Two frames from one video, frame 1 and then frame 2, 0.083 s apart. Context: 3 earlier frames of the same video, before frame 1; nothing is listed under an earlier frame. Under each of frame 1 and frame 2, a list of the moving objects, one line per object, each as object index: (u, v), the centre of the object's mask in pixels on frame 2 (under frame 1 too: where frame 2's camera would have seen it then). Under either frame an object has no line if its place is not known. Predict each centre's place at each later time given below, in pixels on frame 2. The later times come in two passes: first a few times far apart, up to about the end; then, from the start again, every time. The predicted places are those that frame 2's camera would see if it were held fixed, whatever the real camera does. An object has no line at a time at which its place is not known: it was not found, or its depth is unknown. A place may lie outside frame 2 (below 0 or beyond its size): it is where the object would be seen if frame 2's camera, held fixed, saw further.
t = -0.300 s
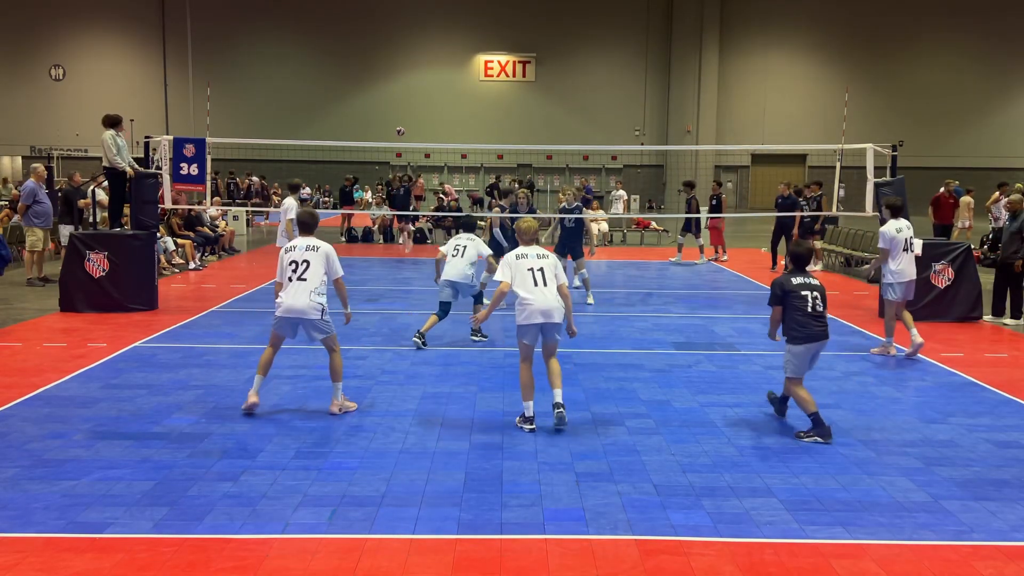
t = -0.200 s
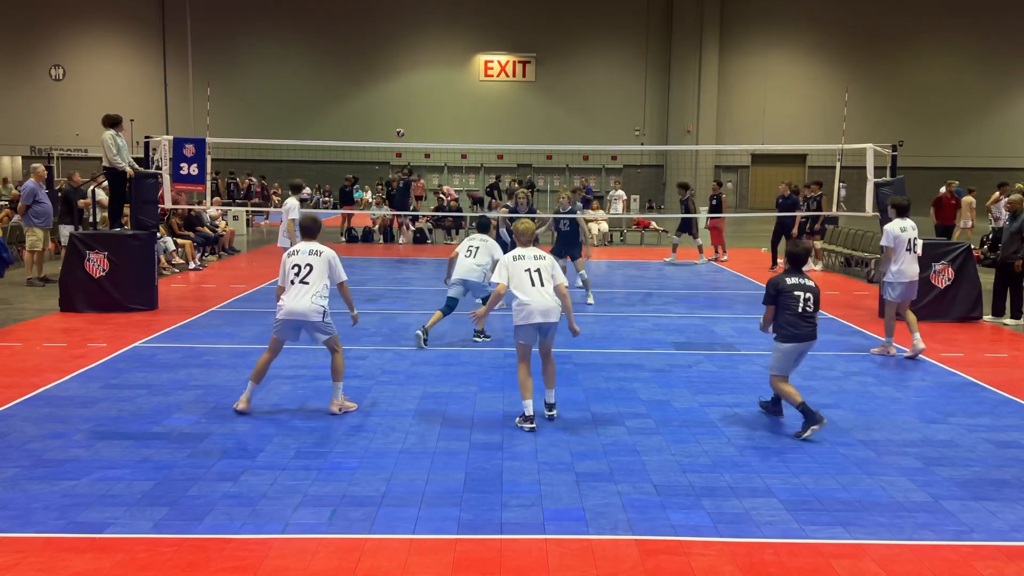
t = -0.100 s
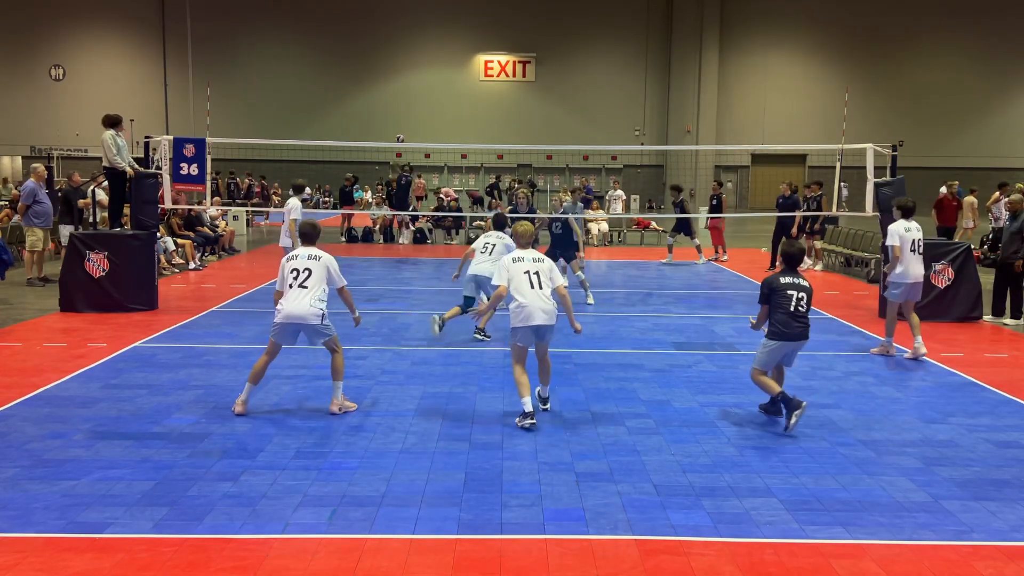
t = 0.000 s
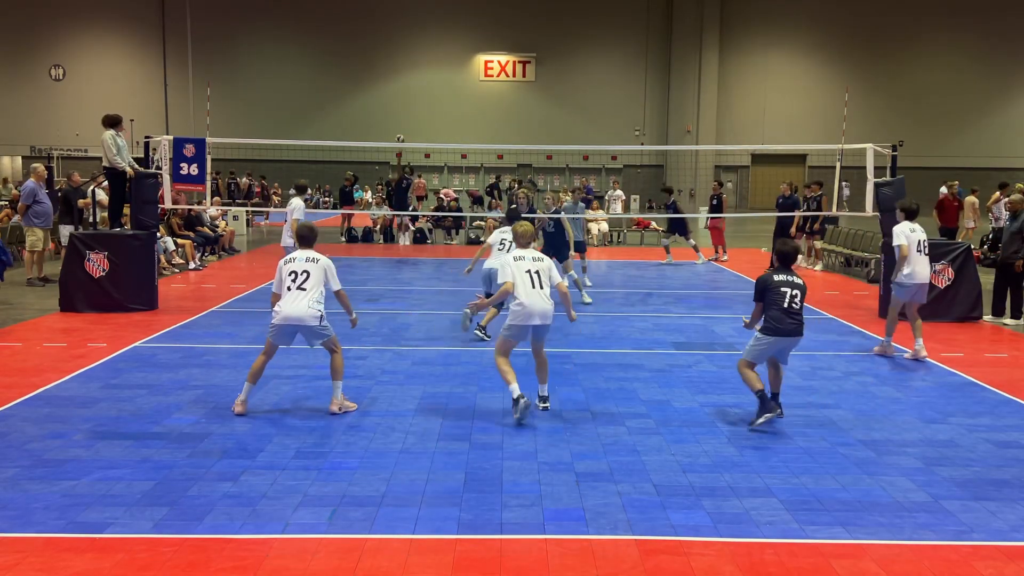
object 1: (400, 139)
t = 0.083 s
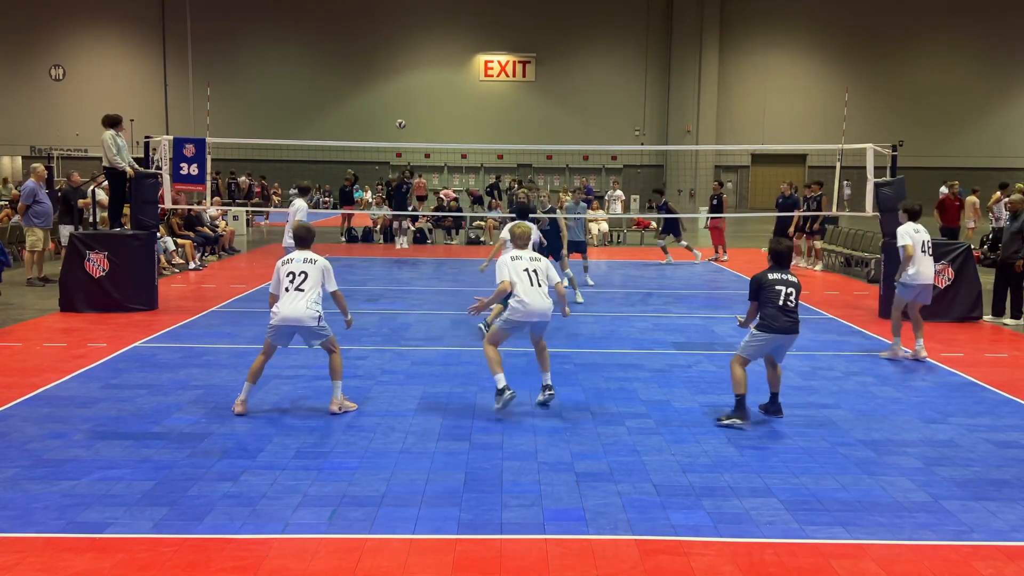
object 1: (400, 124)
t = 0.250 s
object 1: (402, 98)
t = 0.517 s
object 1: (401, 74)
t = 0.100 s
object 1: (401, 122)
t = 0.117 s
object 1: (401, 118)
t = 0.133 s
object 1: (401, 116)
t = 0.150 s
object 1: (401, 113)
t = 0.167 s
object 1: (401, 110)
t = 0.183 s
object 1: (402, 108)
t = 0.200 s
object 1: (401, 105)
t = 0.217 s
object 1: (402, 103)
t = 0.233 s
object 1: (402, 100)
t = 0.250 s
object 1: (402, 98)
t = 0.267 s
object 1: (402, 96)
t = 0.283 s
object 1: (402, 93)
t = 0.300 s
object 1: (402, 91)
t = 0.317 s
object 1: (402, 89)
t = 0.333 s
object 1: (402, 87)
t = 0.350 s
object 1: (402, 86)
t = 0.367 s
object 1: (402, 84)
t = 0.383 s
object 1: (402, 82)
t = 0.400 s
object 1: (402, 81)
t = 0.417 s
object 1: (402, 80)
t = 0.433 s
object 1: (402, 78)
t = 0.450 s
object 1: (402, 77)
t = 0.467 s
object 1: (401, 76)
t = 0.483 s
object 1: (401, 76)
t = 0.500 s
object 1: (401, 75)
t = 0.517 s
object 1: (401, 74)
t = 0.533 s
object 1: (400, 74)
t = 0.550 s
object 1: (400, 74)
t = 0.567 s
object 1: (399, 74)
